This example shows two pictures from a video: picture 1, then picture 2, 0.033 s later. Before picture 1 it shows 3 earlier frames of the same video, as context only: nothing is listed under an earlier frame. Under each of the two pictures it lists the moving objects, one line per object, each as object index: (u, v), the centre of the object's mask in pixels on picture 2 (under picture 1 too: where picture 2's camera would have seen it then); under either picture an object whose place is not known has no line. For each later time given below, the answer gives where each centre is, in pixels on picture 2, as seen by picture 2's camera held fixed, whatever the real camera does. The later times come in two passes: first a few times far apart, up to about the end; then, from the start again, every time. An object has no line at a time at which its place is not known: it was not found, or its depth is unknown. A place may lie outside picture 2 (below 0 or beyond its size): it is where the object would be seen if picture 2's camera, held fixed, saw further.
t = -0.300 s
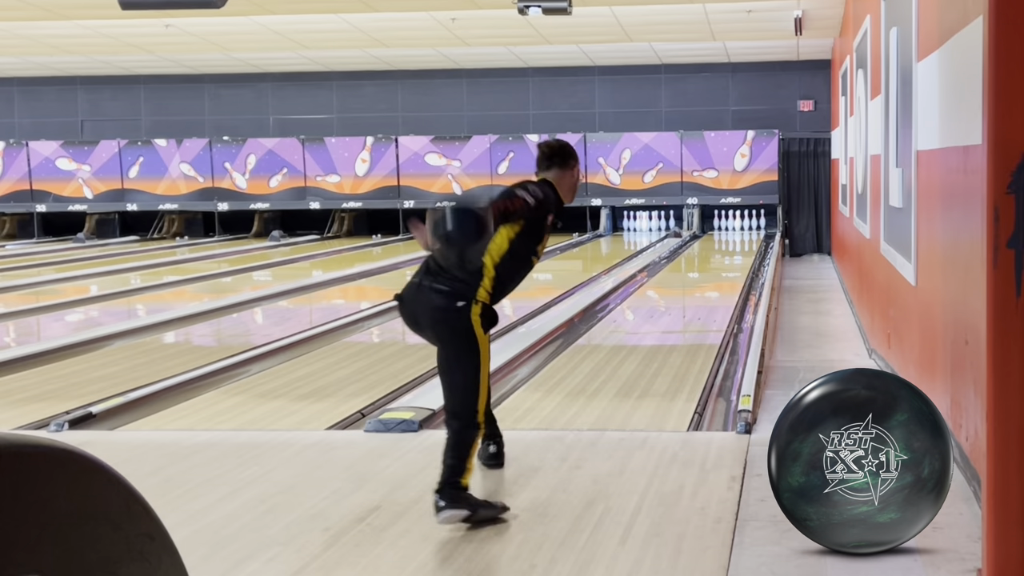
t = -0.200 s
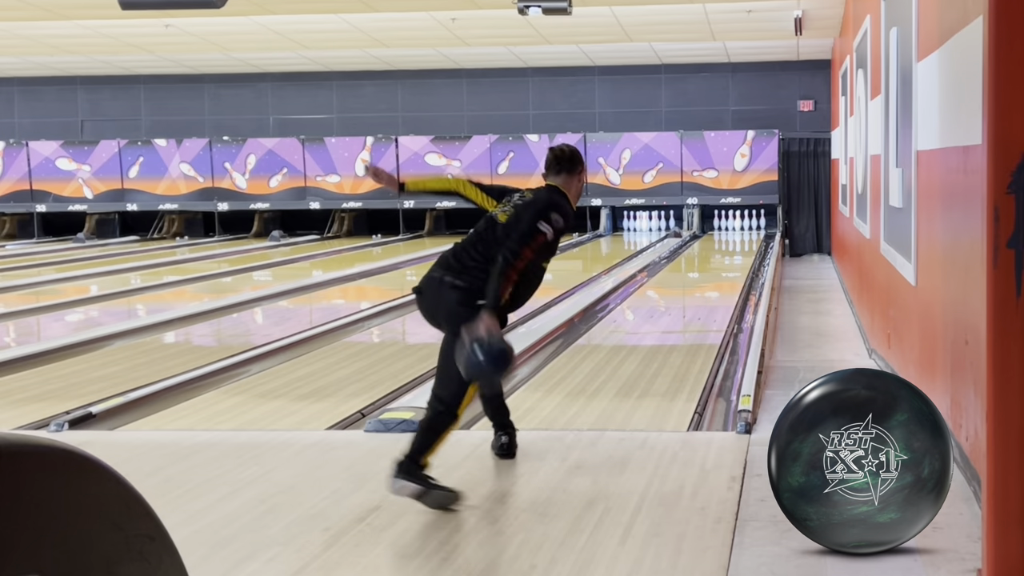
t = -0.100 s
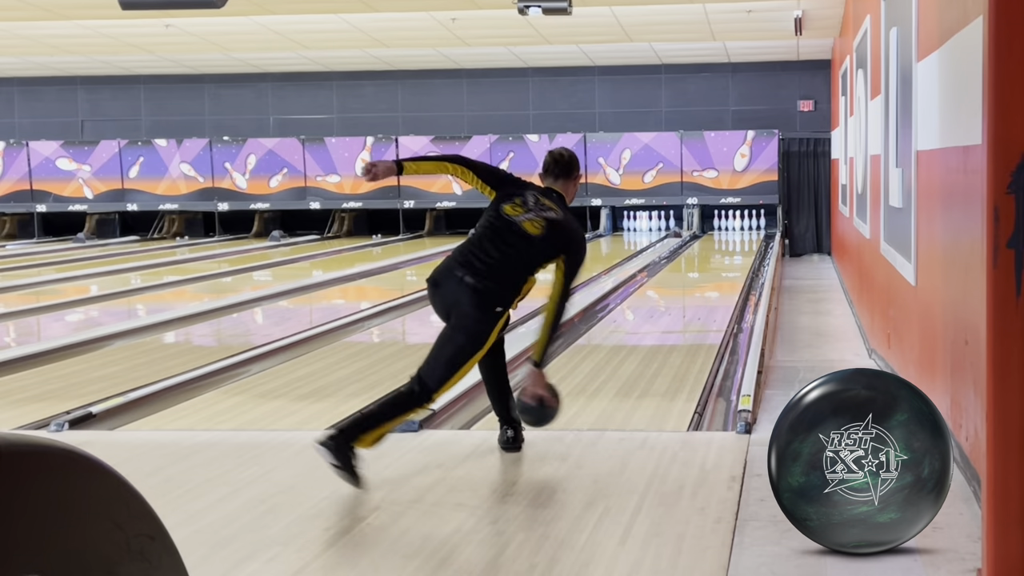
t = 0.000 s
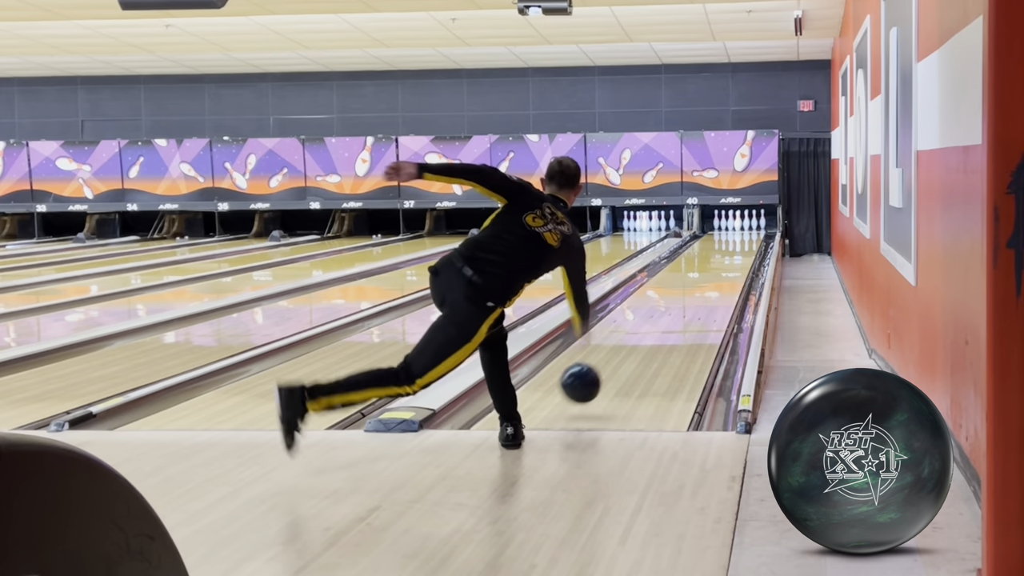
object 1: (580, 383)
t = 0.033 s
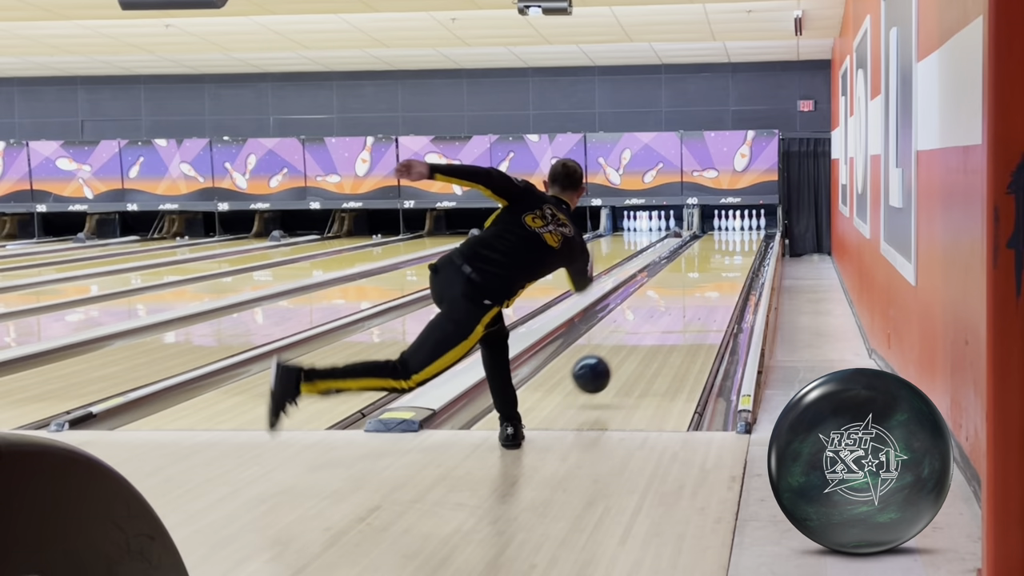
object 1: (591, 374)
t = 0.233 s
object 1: (641, 343)
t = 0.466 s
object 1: (679, 309)
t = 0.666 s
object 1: (701, 289)
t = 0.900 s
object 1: (719, 271)
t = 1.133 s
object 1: (733, 258)
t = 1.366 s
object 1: (743, 248)
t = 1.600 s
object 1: (749, 240)
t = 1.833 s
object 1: (750, 234)
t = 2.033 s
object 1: (748, 230)
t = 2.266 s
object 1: (743, 226)
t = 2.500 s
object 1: (748, 223)
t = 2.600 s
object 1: (753, 223)
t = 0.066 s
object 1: (601, 368)
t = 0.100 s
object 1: (610, 364)
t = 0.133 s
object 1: (619, 362)
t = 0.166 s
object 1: (627, 356)
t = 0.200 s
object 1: (634, 349)
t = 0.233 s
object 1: (641, 343)
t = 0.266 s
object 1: (648, 337)
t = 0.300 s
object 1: (654, 332)
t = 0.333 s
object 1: (659, 327)
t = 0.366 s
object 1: (664, 322)
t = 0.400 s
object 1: (669, 317)
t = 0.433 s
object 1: (674, 313)
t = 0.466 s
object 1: (679, 309)
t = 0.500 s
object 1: (683, 305)
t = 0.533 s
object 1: (687, 302)
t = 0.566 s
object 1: (690, 298)
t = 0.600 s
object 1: (694, 295)
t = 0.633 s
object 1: (697, 292)
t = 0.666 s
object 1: (701, 289)
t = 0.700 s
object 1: (704, 286)
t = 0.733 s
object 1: (706, 283)
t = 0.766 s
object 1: (709, 280)
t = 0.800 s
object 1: (712, 278)
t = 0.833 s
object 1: (714, 276)
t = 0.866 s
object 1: (717, 273)
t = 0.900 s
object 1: (719, 271)
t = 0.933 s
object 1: (721, 269)
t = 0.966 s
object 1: (724, 267)
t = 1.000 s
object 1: (726, 265)
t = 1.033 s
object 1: (728, 263)
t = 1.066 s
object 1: (730, 262)
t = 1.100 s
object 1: (731, 260)
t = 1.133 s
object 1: (733, 258)
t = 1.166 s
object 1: (735, 257)
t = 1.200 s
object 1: (736, 255)
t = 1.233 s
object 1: (738, 254)
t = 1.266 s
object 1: (739, 253)
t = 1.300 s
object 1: (740, 251)
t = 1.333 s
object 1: (742, 249)
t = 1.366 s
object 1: (743, 248)
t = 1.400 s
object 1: (744, 247)
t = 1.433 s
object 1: (745, 246)
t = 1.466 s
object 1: (746, 245)
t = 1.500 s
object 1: (747, 243)
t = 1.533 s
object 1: (748, 242)
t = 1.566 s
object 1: (748, 241)
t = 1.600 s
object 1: (749, 240)
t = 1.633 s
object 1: (749, 239)
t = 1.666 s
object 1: (750, 238)
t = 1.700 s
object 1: (750, 237)
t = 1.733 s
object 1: (750, 236)
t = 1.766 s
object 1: (750, 235)
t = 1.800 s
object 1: (750, 235)
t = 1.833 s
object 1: (750, 234)
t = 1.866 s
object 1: (750, 233)
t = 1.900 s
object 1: (750, 232)
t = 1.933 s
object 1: (750, 231)
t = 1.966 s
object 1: (749, 231)
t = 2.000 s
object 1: (749, 230)
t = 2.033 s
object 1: (748, 230)
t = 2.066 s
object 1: (748, 229)
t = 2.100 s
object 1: (747, 228)
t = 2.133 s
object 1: (747, 228)
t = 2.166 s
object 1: (746, 227)
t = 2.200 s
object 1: (745, 227)
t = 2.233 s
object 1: (745, 226)
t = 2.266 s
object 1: (743, 226)
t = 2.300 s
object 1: (744, 225)
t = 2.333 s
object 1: (744, 225)
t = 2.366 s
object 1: (744, 225)
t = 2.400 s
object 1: (745, 224)
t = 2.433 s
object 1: (745, 224)
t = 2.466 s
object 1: (747, 223)
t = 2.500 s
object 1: (748, 223)
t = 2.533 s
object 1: (750, 223)
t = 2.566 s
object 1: (751, 224)
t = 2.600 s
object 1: (753, 223)
